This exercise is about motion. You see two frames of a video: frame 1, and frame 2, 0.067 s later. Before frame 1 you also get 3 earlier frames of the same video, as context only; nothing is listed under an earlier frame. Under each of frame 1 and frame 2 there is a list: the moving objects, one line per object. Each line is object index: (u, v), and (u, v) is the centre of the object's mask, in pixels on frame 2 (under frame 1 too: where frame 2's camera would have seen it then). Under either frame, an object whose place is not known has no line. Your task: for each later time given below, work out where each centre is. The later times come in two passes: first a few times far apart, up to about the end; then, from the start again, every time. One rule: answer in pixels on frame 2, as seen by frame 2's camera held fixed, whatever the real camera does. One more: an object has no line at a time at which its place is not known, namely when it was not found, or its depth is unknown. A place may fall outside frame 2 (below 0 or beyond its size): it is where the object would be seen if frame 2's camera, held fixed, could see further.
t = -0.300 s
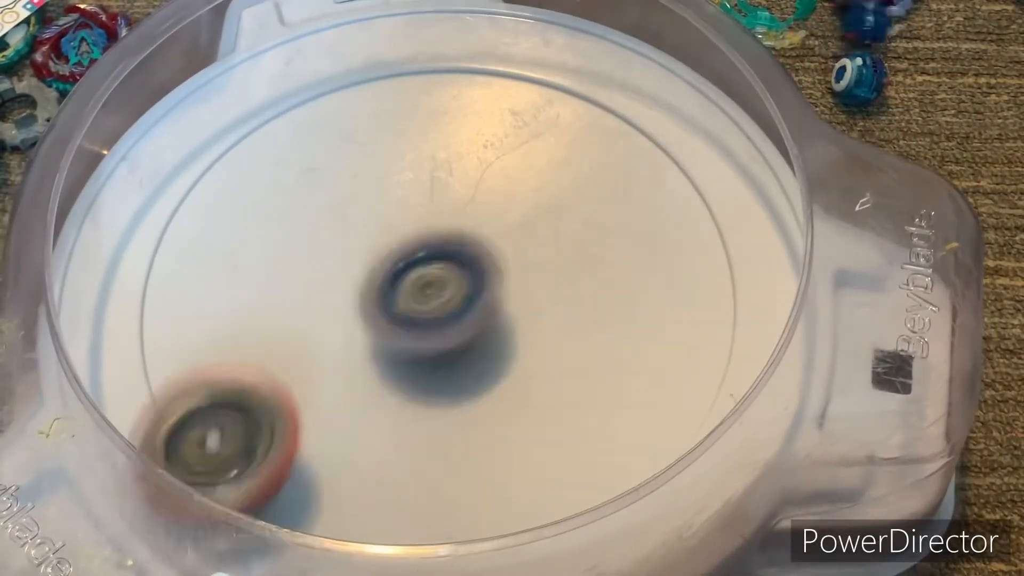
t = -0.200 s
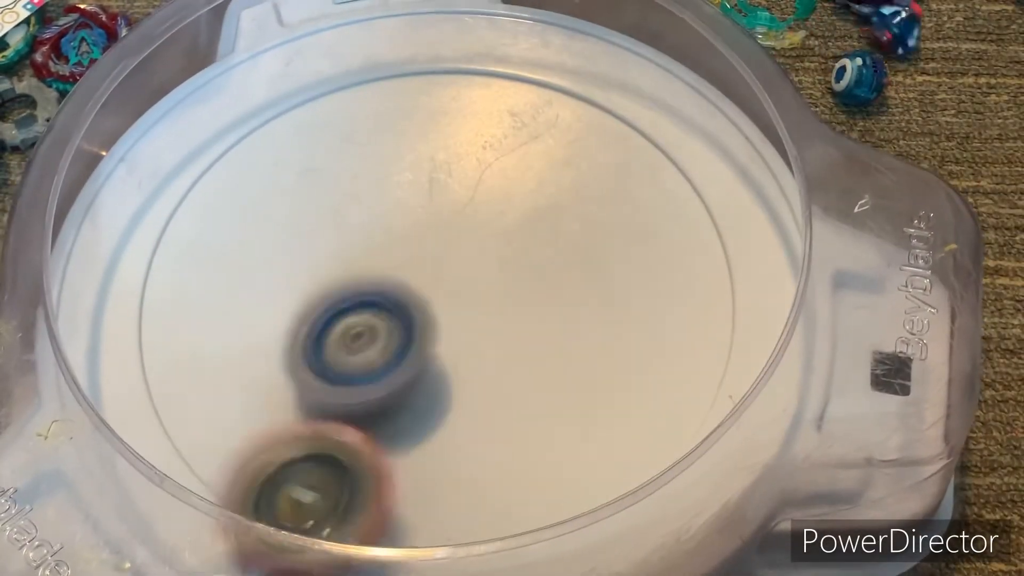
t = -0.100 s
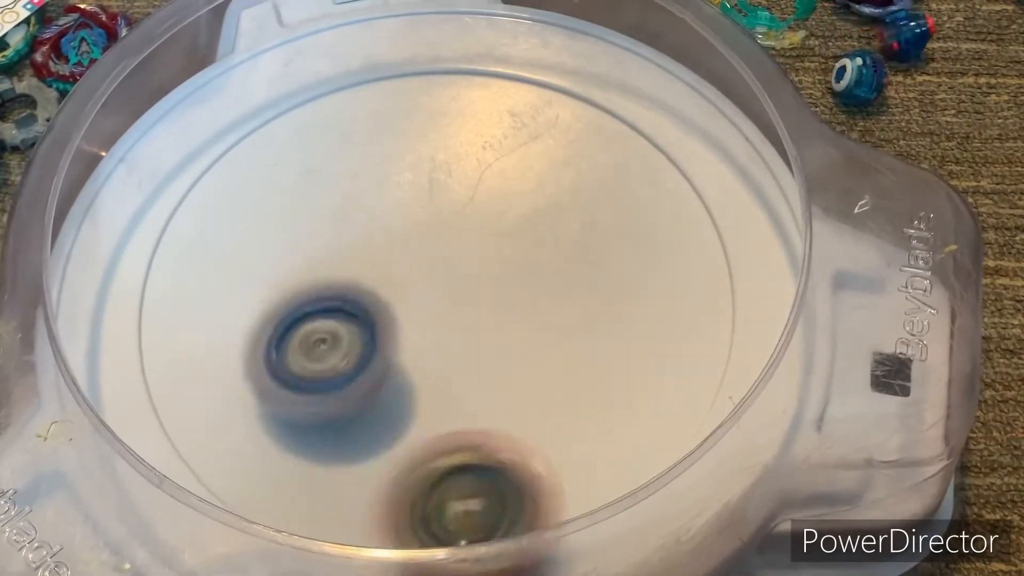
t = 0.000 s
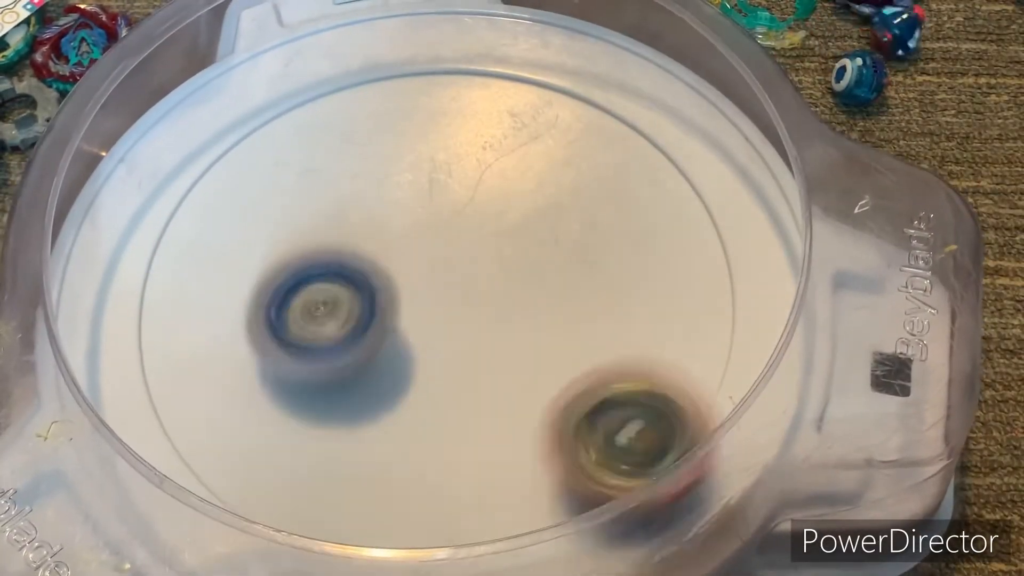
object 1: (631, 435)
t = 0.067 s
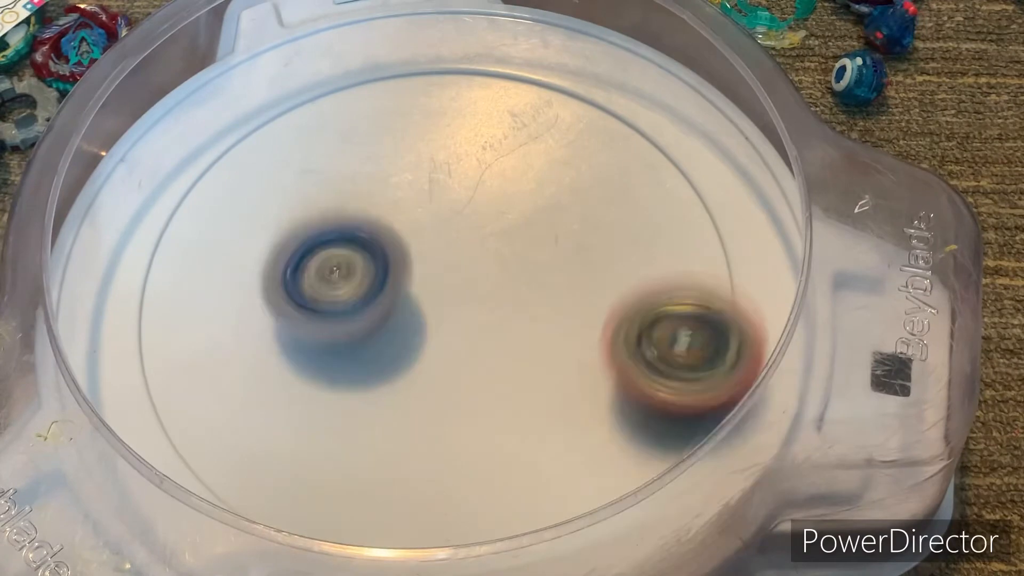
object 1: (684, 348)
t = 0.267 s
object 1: (505, 106)
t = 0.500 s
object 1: (278, 31)
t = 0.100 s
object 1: (687, 300)
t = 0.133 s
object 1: (676, 252)
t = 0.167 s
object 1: (650, 209)
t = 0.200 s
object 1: (610, 169)
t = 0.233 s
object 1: (563, 134)
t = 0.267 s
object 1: (505, 106)
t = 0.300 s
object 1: (493, 55)
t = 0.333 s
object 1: (482, 24)
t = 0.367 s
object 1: (449, 19)
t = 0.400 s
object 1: (413, 14)
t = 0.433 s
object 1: (370, 16)
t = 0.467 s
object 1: (327, 23)
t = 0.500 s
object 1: (278, 31)
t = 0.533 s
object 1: (260, 52)
